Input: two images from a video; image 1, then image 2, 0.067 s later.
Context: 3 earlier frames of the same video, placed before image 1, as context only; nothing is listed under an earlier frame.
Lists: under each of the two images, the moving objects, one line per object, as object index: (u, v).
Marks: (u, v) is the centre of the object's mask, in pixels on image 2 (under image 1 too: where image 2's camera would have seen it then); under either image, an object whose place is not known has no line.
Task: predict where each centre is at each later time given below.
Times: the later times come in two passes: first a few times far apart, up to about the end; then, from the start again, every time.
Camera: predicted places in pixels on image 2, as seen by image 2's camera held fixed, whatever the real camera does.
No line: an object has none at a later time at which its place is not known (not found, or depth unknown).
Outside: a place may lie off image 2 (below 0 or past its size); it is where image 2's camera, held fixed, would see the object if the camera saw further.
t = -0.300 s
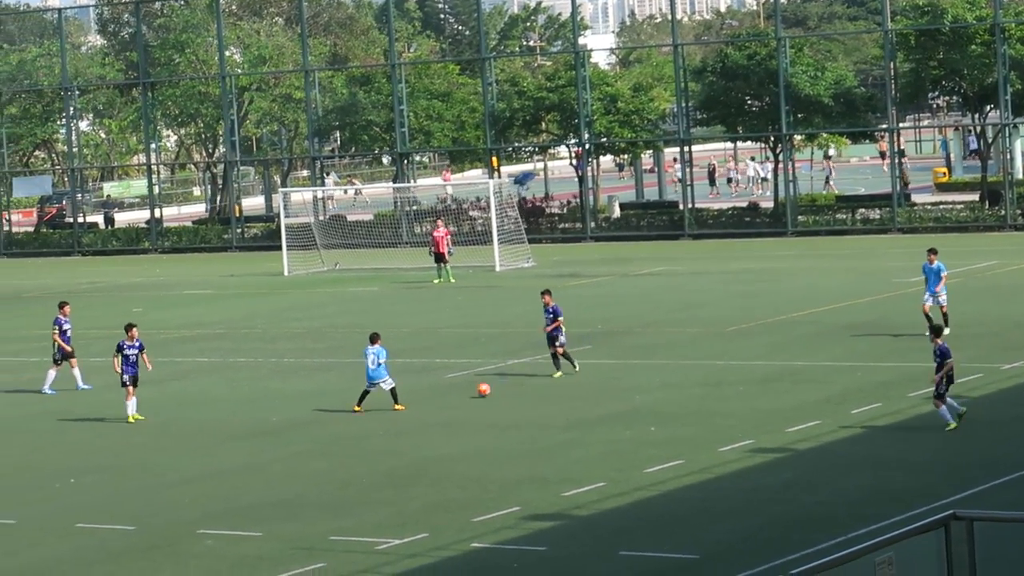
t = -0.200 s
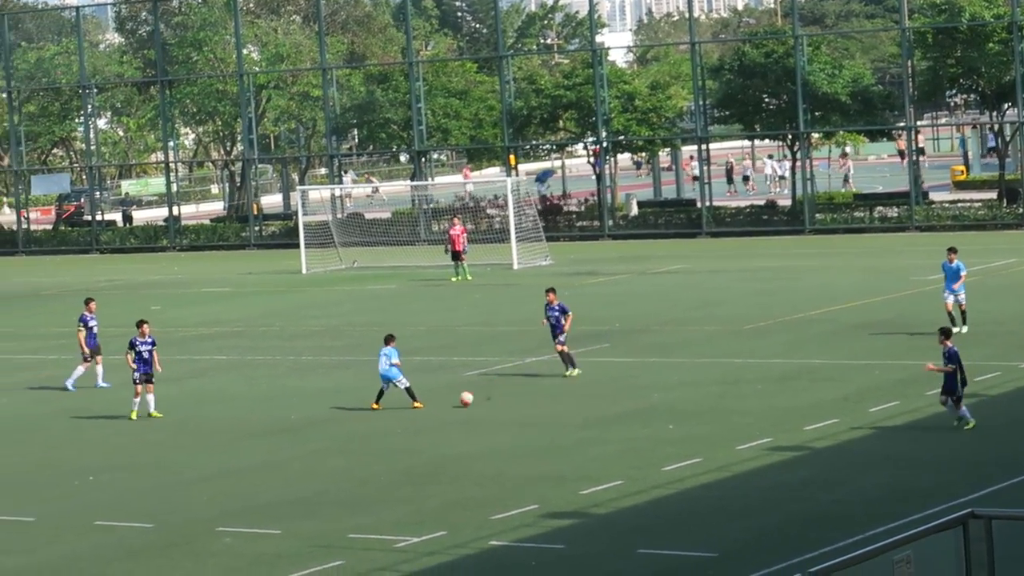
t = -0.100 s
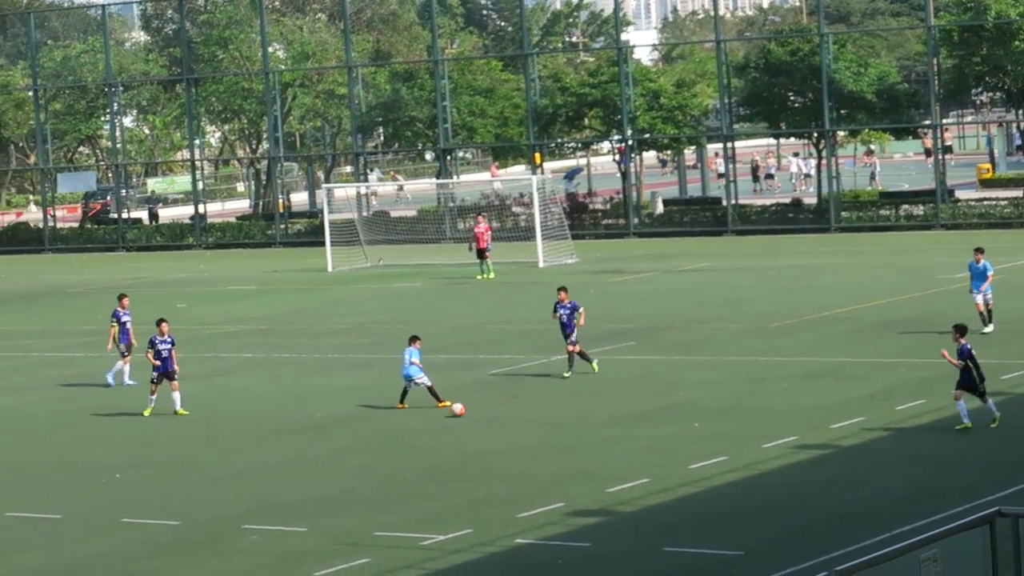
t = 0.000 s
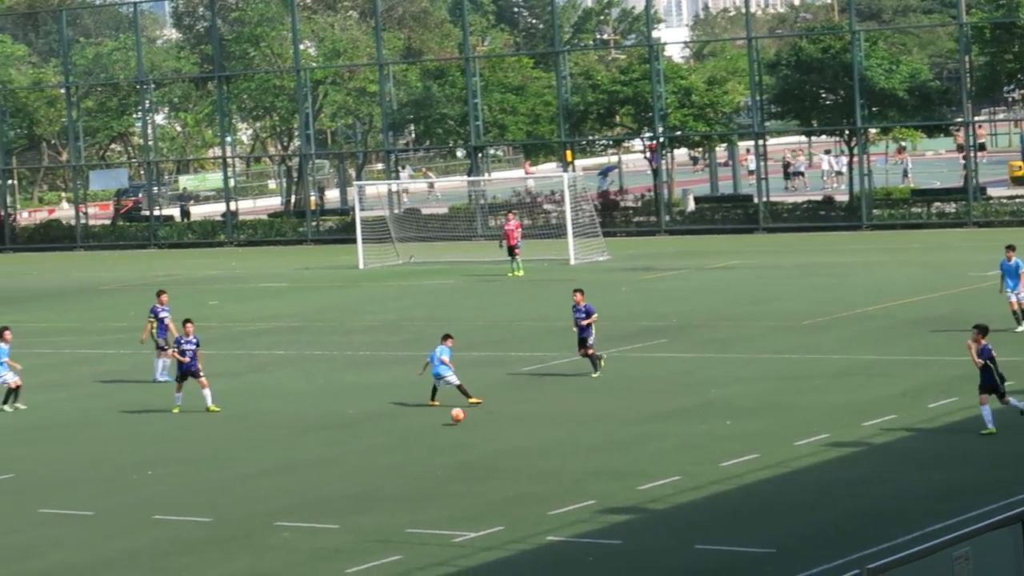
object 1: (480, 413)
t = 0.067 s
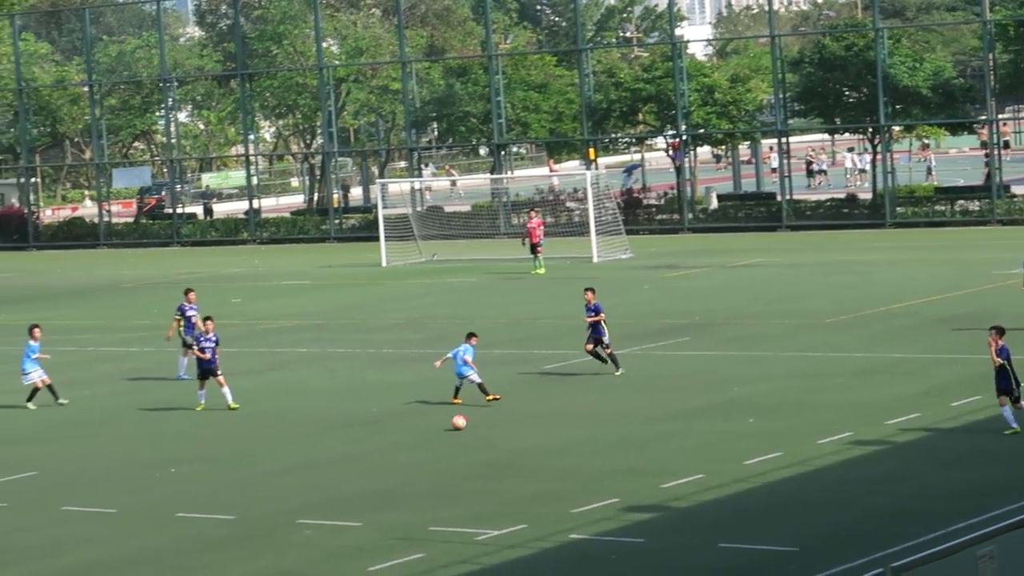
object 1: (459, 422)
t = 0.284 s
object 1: (394, 441)
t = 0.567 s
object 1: (314, 470)
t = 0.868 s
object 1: (227, 503)
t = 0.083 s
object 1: (453, 424)
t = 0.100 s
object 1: (448, 425)
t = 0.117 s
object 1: (443, 426)
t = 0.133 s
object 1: (438, 428)
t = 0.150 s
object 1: (433, 429)
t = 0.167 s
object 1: (428, 430)
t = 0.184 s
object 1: (423, 433)
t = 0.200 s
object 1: (418, 435)
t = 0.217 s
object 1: (413, 437)
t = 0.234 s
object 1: (408, 439)
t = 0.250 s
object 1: (403, 439)
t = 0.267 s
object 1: (398, 440)
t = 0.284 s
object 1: (394, 441)
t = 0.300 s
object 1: (389, 443)
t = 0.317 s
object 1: (383, 445)
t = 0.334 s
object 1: (379, 446)
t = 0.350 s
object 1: (374, 448)
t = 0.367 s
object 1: (370, 451)
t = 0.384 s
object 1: (365, 453)
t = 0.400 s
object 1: (360, 456)
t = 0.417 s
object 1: (355, 457)
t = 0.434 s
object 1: (351, 457)
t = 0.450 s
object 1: (346, 459)
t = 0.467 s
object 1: (341, 459)
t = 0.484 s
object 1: (337, 461)
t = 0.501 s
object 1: (332, 461)
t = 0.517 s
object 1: (327, 464)
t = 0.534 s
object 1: (323, 465)
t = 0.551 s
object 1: (318, 467)
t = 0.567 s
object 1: (314, 470)
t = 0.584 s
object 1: (309, 472)
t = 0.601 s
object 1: (304, 475)
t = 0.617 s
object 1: (299, 478)
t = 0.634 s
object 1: (294, 479)
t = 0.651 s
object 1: (290, 480)
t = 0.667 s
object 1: (285, 482)
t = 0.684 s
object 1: (280, 484)
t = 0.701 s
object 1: (276, 486)
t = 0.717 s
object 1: (271, 488)
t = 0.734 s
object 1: (266, 490)
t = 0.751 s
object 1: (261, 492)
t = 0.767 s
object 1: (256, 493)
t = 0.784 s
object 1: (251, 494)
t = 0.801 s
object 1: (246, 496)
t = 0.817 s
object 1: (242, 499)
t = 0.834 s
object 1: (236, 501)
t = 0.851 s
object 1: (231, 502)
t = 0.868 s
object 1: (227, 503)
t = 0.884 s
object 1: (221, 504)
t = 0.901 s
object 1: (216, 506)
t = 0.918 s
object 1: (212, 508)
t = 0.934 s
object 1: (206, 510)
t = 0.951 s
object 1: (200, 512)
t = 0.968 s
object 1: (196, 515)
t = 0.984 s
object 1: (191, 518)
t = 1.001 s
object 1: (186, 520)
